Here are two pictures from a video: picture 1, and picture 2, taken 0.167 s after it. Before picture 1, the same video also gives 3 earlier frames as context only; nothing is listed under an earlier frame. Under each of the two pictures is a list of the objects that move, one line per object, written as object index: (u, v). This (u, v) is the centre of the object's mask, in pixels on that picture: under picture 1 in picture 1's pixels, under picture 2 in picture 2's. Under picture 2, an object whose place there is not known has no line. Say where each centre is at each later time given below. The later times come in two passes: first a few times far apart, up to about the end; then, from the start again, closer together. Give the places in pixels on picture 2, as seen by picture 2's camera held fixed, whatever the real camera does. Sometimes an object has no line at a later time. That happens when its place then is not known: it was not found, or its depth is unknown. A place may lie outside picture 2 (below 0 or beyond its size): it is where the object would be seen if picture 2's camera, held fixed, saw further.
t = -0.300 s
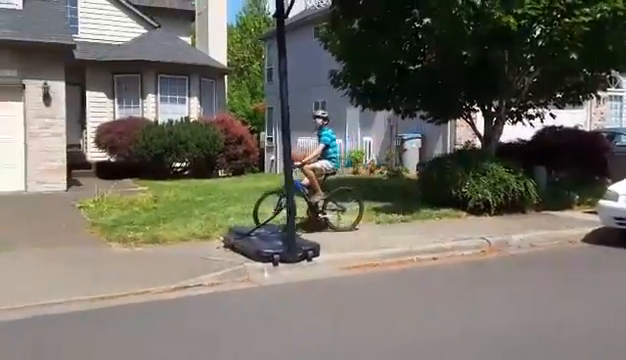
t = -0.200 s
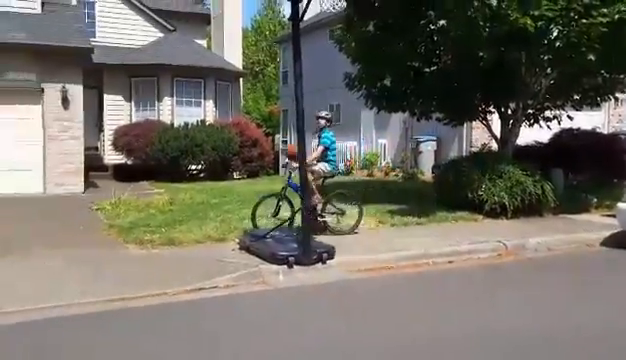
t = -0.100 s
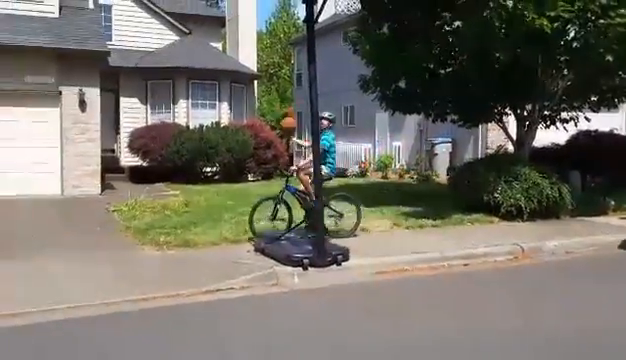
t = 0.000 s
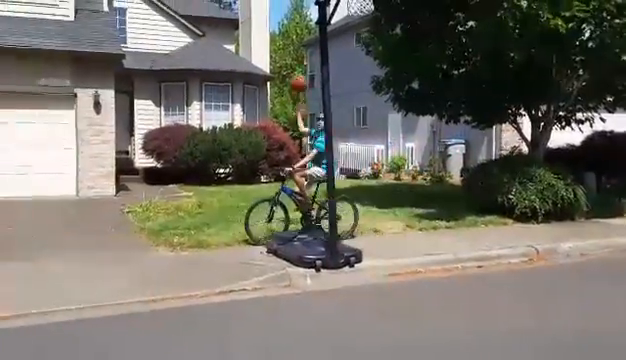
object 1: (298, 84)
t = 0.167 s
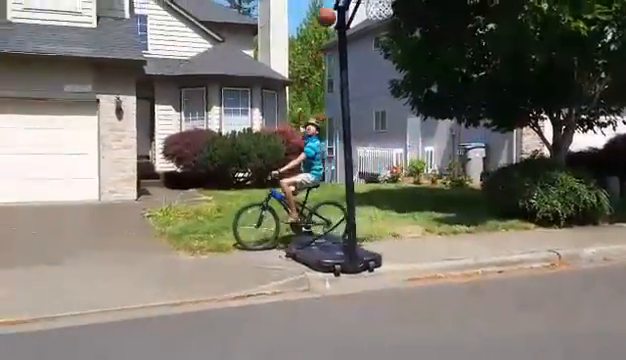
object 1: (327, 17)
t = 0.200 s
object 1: (327, 3)
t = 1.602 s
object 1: (428, 148)
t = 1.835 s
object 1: (446, 291)
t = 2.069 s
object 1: (447, 130)
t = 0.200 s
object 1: (327, 3)
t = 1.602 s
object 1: (428, 148)
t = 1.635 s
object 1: (430, 175)
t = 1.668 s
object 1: (435, 203)
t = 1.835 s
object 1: (446, 291)
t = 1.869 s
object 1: (446, 266)
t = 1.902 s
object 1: (447, 241)
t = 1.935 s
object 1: (446, 217)
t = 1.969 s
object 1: (445, 192)
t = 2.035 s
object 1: (445, 151)
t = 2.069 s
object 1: (447, 130)
